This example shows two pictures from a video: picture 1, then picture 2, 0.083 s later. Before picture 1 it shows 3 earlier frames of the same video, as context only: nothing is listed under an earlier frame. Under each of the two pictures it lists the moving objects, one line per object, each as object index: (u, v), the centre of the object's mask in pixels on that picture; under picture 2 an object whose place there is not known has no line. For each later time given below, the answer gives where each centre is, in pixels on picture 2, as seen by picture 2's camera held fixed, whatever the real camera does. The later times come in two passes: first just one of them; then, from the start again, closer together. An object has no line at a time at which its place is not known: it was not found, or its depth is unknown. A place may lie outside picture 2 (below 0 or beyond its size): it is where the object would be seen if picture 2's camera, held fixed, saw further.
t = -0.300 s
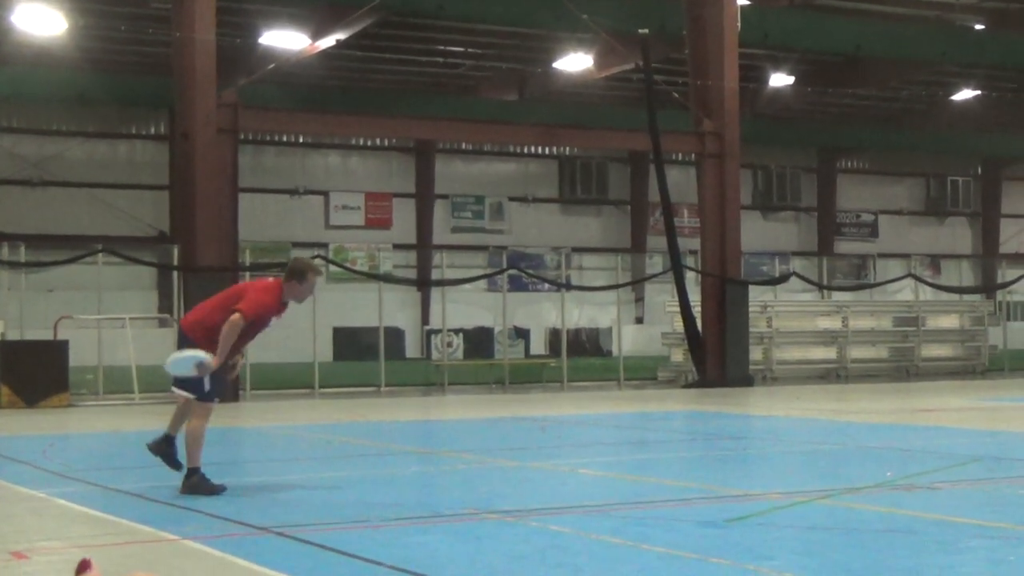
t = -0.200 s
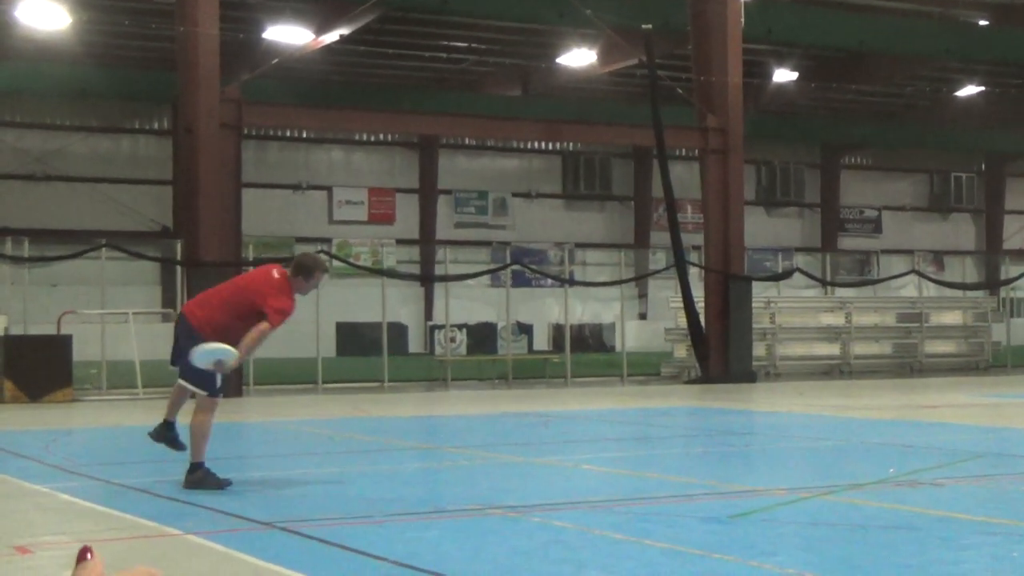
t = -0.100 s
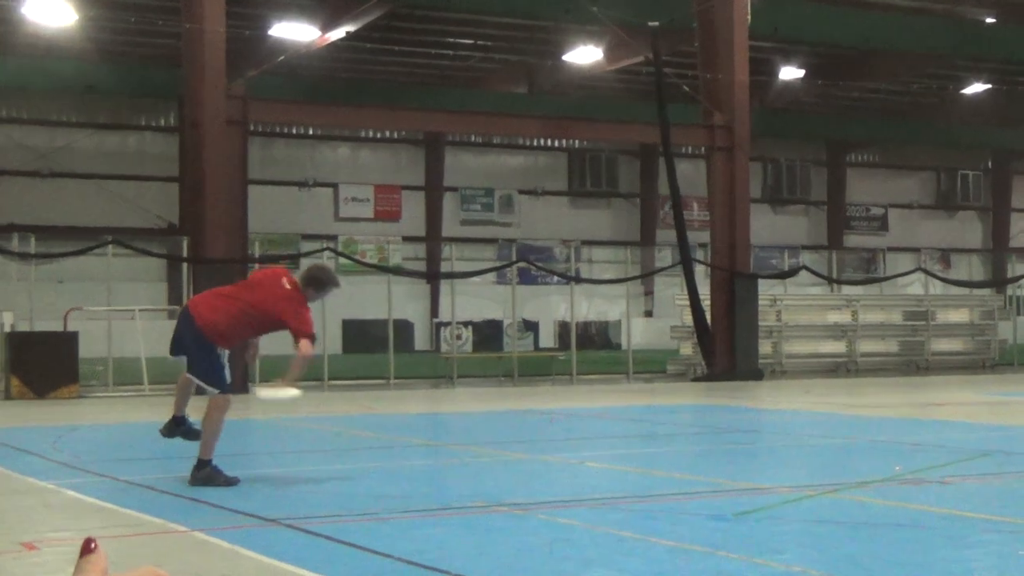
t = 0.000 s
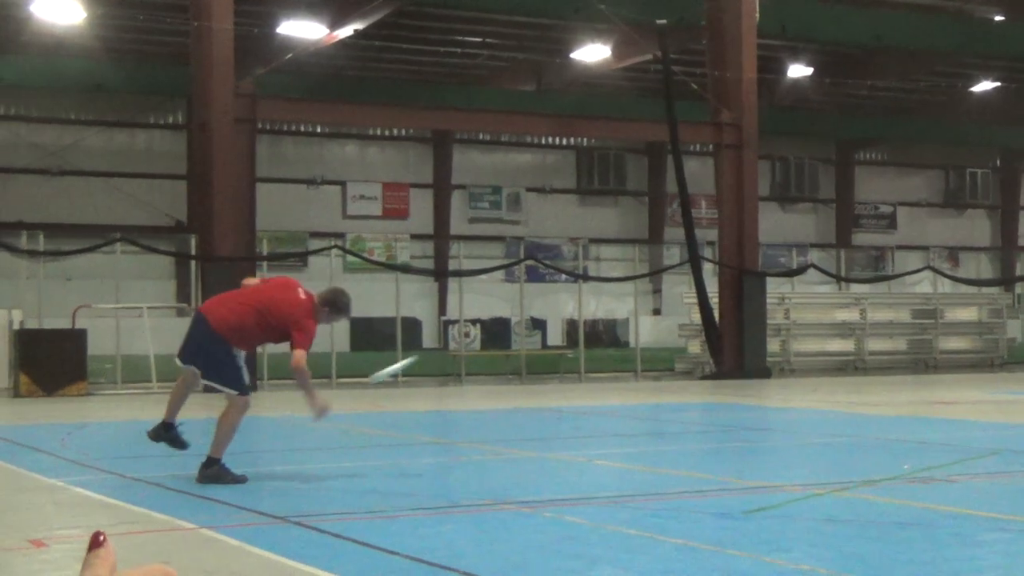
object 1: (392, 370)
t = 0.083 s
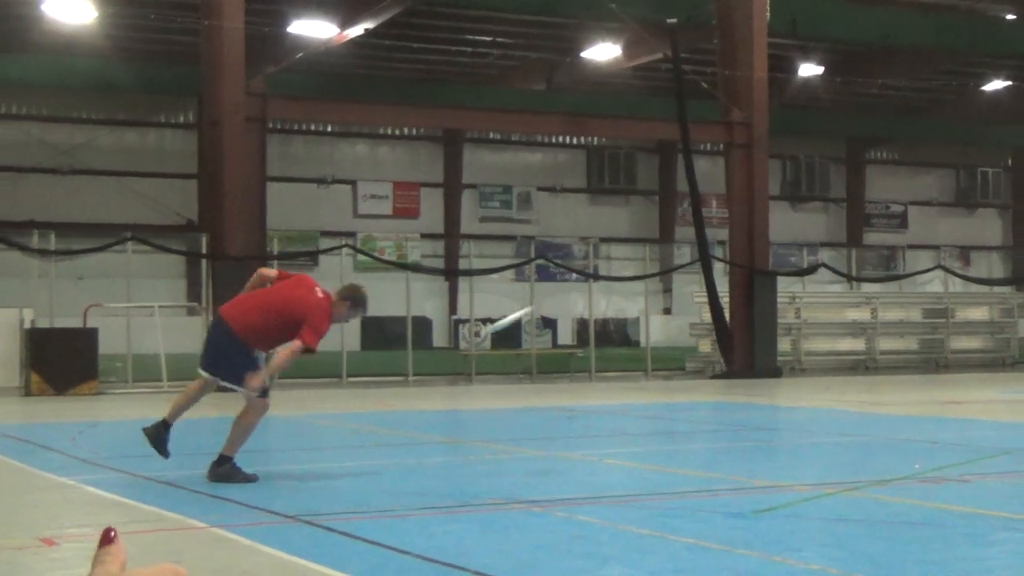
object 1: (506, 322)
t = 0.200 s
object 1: (649, 260)
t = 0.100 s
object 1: (527, 313)
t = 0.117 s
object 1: (549, 301)
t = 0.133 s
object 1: (570, 292)
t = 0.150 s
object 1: (591, 283)
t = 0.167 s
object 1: (612, 275)
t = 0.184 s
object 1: (631, 268)
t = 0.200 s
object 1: (649, 260)
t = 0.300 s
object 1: (765, 215)
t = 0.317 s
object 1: (783, 208)
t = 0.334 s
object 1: (802, 201)
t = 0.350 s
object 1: (818, 196)
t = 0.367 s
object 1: (837, 189)
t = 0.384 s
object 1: (854, 183)
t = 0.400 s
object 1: (871, 177)
